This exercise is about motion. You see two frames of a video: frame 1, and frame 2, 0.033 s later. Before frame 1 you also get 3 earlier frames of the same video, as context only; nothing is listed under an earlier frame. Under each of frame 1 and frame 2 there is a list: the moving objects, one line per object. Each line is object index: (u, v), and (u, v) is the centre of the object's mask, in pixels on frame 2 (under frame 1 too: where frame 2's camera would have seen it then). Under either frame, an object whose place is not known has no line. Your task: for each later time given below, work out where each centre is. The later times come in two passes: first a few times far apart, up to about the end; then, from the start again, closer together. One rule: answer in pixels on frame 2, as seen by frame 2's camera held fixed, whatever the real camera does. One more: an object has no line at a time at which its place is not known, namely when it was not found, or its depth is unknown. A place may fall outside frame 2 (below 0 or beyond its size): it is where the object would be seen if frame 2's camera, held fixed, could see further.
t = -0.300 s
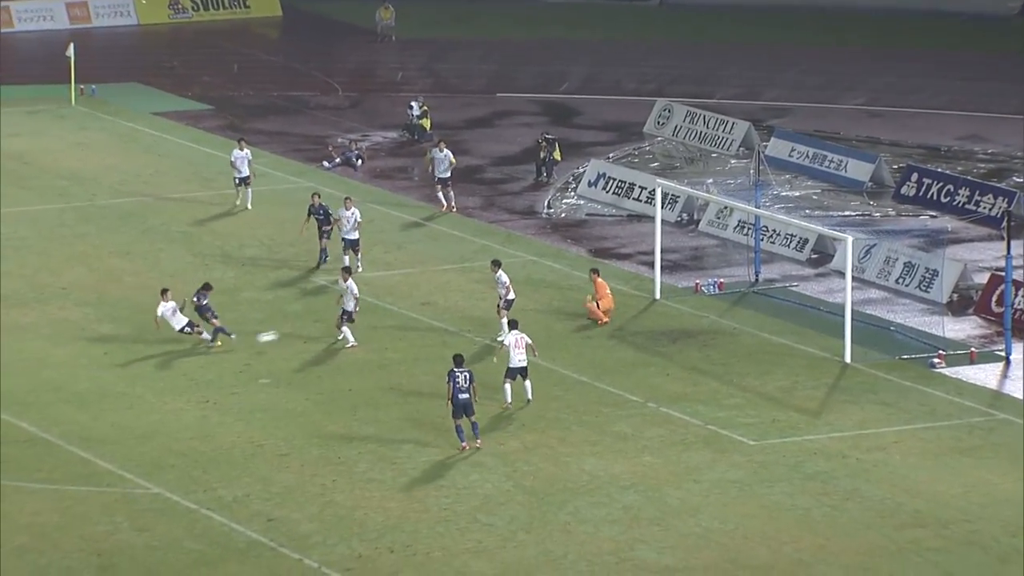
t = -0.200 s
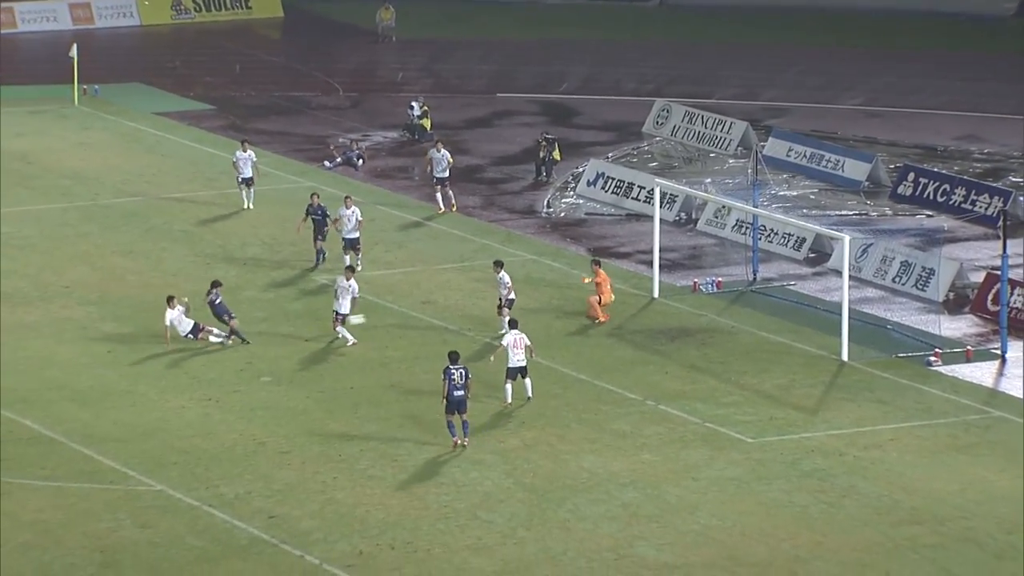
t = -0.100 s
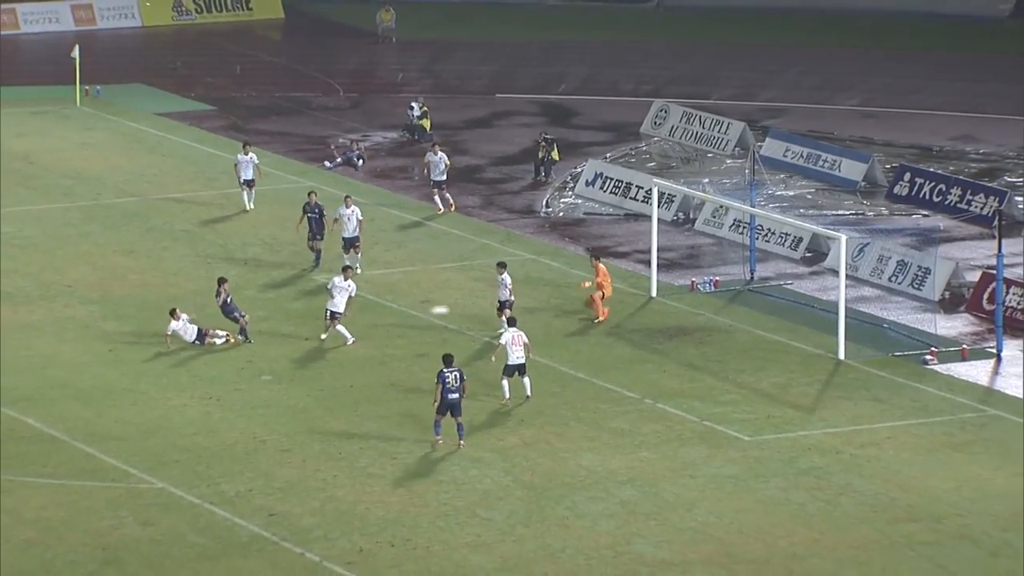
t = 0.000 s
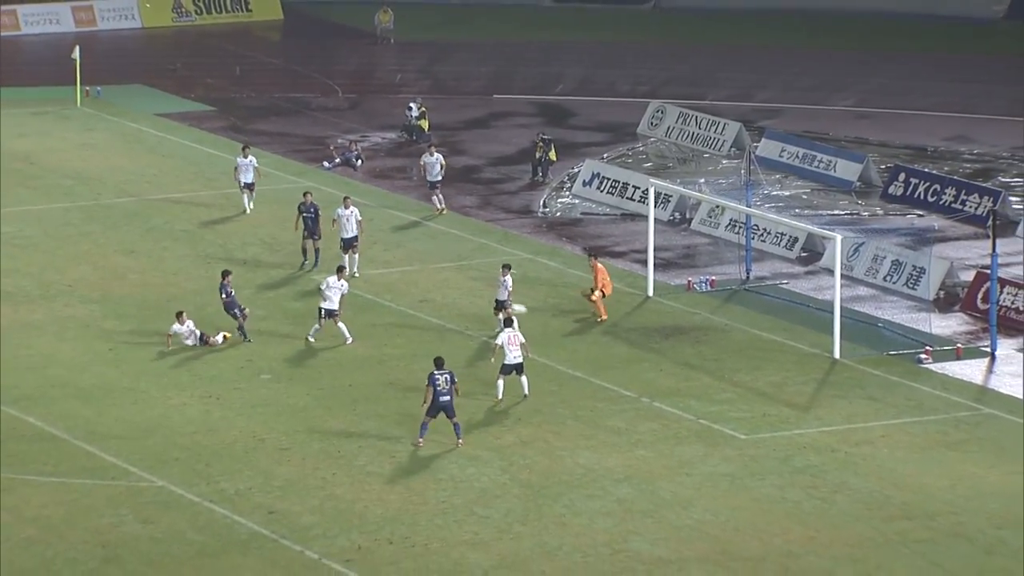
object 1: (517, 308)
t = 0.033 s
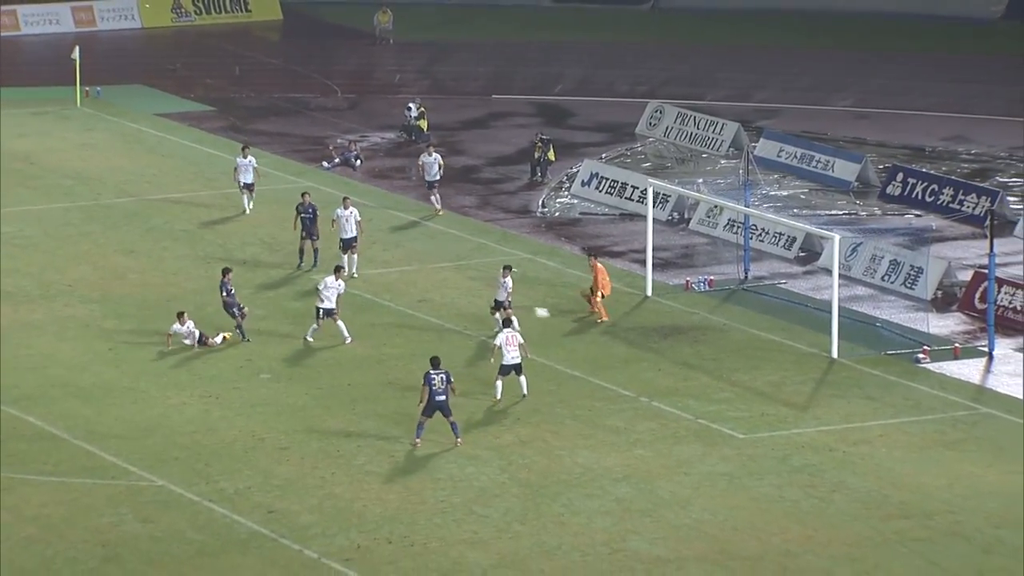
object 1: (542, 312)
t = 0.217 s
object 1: (667, 326)
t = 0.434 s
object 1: (790, 313)
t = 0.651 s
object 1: (914, 328)
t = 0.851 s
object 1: (939, 320)
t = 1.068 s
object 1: (931, 309)
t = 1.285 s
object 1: (917, 317)
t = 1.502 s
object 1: (902, 334)
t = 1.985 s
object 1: (861, 337)
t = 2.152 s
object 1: (847, 337)
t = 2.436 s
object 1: (827, 336)
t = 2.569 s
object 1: (821, 337)
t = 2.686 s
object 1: (815, 337)
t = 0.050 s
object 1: (553, 314)
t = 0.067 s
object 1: (566, 317)
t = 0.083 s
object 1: (578, 320)
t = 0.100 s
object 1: (590, 322)
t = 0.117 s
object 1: (603, 326)
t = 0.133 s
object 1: (614, 329)
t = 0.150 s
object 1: (626, 333)
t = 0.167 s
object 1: (637, 333)
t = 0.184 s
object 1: (647, 331)
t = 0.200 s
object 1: (657, 328)
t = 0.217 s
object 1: (667, 326)
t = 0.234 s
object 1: (676, 324)
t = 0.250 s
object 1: (686, 322)
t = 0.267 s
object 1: (695, 321)
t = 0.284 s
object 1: (705, 319)
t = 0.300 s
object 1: (714, 318)
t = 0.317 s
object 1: (724, 316)
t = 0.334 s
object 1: (733, 316)
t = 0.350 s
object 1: (743, 315)
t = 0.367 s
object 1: (752, 314)
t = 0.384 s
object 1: (762, 313)
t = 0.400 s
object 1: (771, 313)
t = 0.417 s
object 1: (780, 313)
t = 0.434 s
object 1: (790, 313)
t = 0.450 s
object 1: (799, 313)
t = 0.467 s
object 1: (808, 313)
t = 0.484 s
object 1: (817, 314)
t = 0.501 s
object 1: (826, 314)
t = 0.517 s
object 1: (840, 315)
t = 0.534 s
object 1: (846, 316)
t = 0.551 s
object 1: (855, 317)
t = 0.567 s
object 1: (864, 318)
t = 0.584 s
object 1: (873, 321)
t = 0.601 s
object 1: (881, 322)
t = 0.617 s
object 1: (889, 324)
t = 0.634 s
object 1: (899, 327)
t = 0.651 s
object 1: (914, 328)
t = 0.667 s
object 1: (917, 329)
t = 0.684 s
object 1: (922, 330)
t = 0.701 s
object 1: (931, 331)
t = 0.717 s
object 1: (932, 329)
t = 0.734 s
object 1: (933, 329)
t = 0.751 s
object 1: (935, 328)
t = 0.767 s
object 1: (937, 327)
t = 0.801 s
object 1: (939, 324)
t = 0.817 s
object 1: (939, 322)
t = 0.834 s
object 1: (939, 321)
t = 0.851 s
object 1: (939, 320)
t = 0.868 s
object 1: (939, 318)
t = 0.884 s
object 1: (939, 317)
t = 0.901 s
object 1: (938, 316)
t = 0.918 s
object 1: (938, 315)
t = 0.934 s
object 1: (937, 314)
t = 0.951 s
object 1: (937, 313)
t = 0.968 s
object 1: (936, 312)
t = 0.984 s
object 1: (935, 312)
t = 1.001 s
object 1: (934, 311)
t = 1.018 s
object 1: (933, 311)
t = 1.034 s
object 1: (932, 310)
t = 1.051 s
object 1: (932, 310)
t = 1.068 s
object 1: (931, 309)
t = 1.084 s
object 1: (930, 309)
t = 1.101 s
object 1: (929, 309)
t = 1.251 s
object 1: (920, 315)
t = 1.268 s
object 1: (918, 316)
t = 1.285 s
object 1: (917, 317)
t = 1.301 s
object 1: (916, 319)
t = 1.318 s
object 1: (914, 321)
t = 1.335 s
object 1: (914, 322)
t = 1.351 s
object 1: (913, 324)
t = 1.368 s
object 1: (911, 326)
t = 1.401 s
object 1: (910, 331)
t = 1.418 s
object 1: (909, 333)
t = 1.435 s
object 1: (908, 334)
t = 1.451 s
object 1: (906, 334)
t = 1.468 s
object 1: (905, 334)
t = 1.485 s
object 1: (903, 334)
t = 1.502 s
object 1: (902, 334)
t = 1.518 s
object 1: (901, 335)
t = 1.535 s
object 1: (899, 335)
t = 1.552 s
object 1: (898, 335)
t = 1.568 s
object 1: (896, 335)
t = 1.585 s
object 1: (895, 335)
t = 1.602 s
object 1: (893, 335)
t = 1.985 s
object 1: (861, 337)
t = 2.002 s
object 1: (860, 337)
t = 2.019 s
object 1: (858, 337)
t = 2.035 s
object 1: (857, 337)
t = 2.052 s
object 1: (856, 337)
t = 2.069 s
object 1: (854, 337)
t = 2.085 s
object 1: (853, 337)
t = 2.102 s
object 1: (852, 337)
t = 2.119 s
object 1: (850, 337)
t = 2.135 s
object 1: (849, 337)
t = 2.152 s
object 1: (847, 337)
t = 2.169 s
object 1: (846, 337)
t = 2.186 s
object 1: (845, 337)
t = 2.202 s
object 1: (844, 337)
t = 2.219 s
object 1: (843, 336)
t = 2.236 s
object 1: (842, 336)
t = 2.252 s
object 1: (842, 336)
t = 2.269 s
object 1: (841, 336)
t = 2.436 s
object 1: (827, 336)
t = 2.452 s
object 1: (827, 336)
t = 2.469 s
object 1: (826, 337)
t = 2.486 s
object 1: (826, 337)
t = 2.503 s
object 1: (825, 337)
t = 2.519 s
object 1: (824, 337)
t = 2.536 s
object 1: (823, 337)
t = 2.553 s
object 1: (822, 337)
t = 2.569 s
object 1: (821, 337)
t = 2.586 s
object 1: (820, 337)
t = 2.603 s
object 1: (819, 337)
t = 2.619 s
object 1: (818, 336)
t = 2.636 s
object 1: (817, 337)
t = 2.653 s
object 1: (817, 337)
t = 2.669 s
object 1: (816, 337)
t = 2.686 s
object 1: (815, 337)
